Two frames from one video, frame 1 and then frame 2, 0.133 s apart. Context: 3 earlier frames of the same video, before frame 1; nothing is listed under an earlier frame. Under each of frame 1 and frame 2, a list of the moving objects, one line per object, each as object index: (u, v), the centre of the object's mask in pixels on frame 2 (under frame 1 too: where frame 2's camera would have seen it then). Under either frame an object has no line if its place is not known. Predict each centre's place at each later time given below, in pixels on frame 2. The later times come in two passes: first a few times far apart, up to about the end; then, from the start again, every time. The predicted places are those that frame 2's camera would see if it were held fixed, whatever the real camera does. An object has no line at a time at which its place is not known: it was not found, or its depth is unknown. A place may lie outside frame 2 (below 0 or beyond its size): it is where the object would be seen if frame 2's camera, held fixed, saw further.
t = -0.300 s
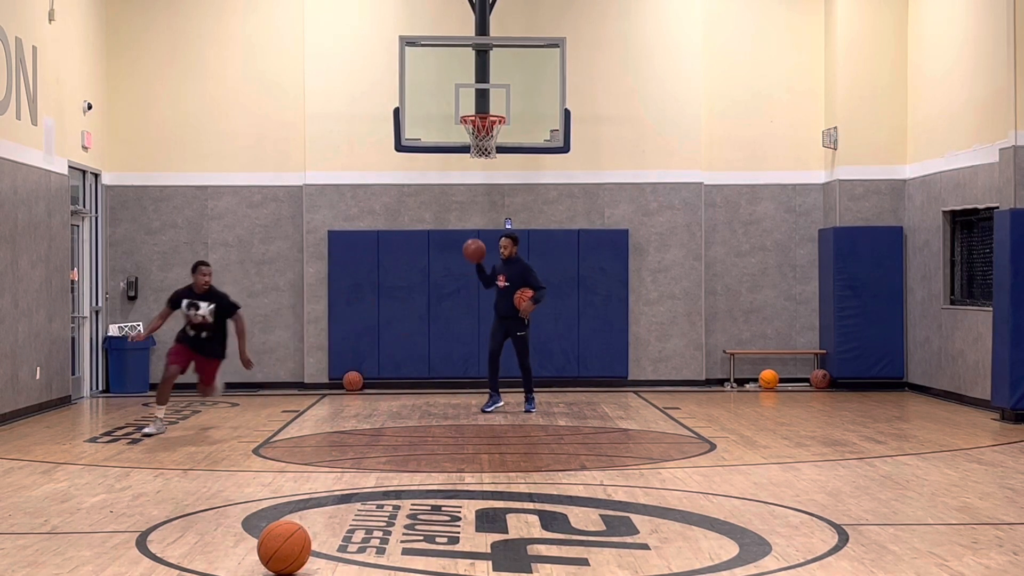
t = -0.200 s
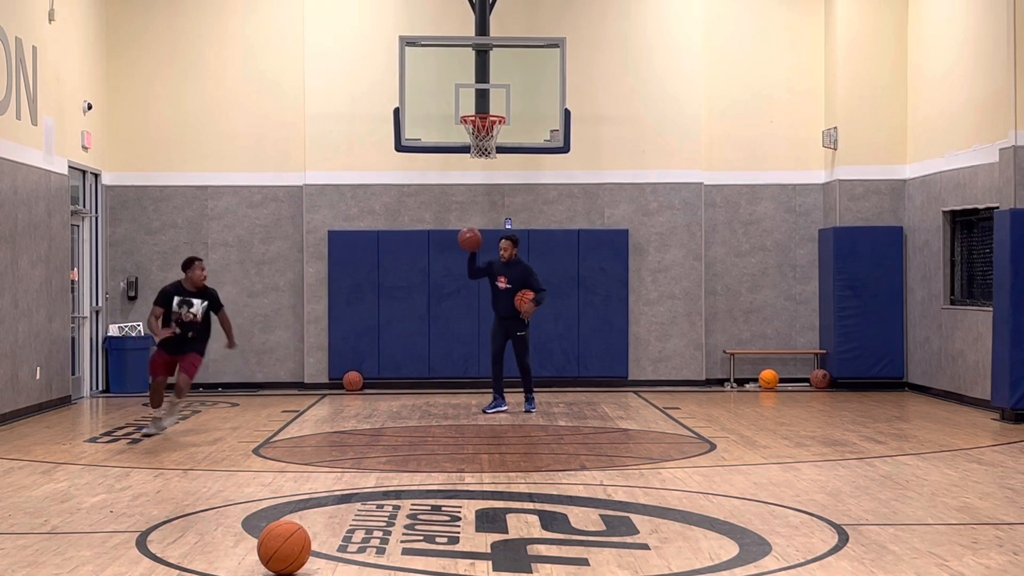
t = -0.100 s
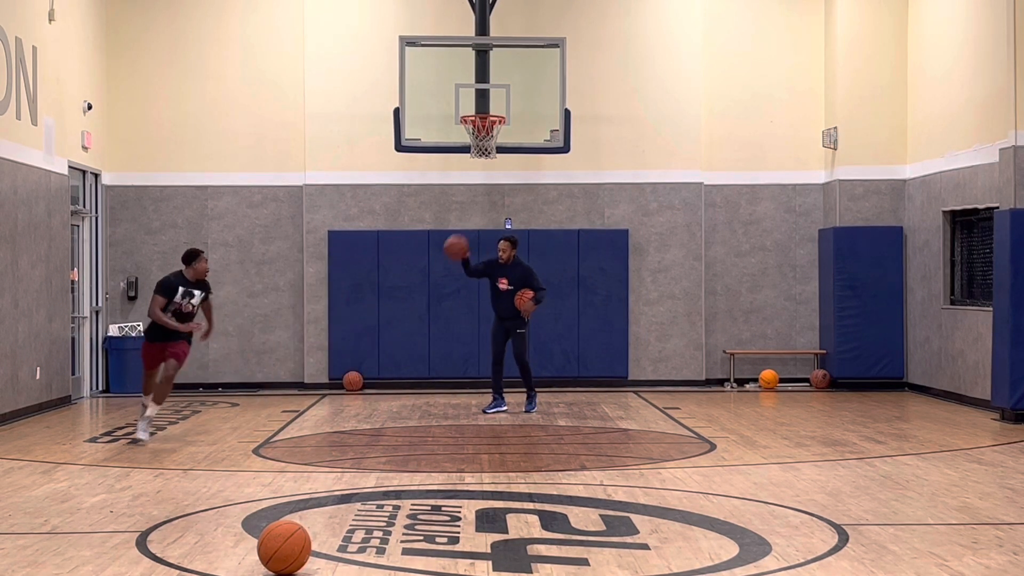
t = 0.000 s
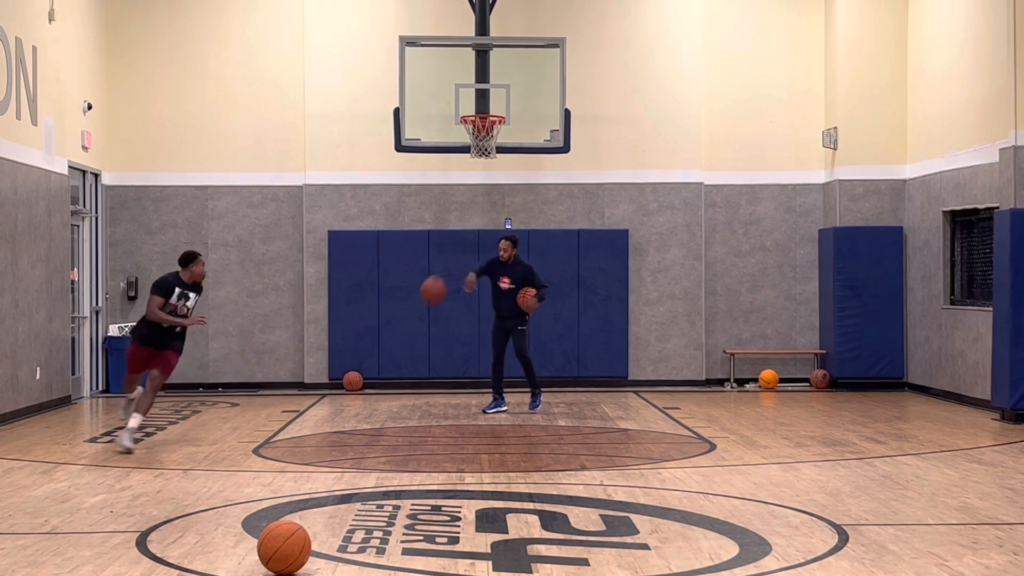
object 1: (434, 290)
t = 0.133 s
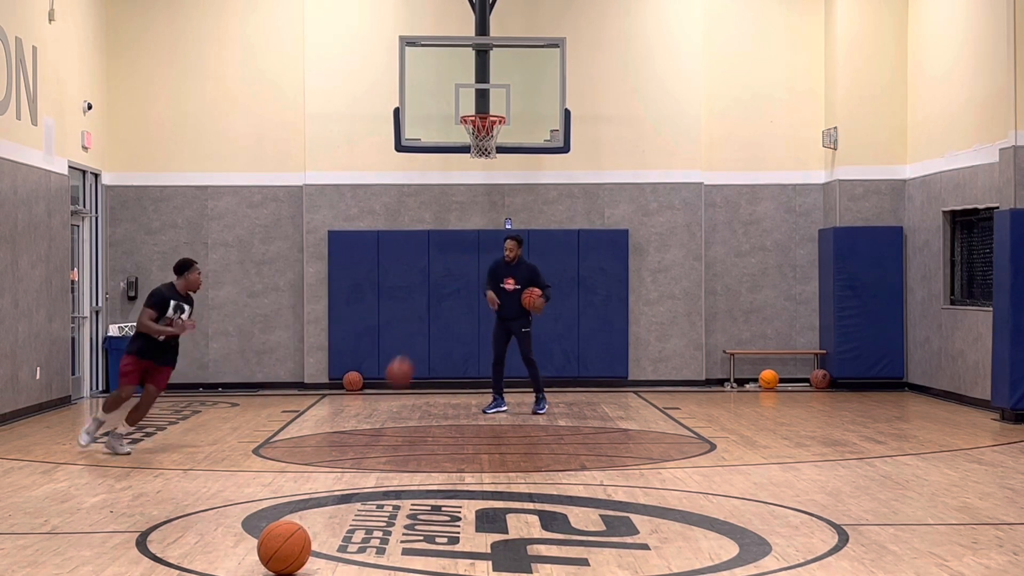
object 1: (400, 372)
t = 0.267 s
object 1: (369, 402)
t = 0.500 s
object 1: (329, 323)
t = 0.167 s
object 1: (390, 397)
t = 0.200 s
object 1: (380, 426)
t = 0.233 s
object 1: (375, 418)
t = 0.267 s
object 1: (369, 402)
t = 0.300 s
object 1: (364, 387)
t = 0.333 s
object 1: (358, 374)
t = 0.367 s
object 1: (352, 359)
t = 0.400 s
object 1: (347, 349)
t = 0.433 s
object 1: (341, 339)
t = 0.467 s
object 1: (335, 330)
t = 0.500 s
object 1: (329, 323)
